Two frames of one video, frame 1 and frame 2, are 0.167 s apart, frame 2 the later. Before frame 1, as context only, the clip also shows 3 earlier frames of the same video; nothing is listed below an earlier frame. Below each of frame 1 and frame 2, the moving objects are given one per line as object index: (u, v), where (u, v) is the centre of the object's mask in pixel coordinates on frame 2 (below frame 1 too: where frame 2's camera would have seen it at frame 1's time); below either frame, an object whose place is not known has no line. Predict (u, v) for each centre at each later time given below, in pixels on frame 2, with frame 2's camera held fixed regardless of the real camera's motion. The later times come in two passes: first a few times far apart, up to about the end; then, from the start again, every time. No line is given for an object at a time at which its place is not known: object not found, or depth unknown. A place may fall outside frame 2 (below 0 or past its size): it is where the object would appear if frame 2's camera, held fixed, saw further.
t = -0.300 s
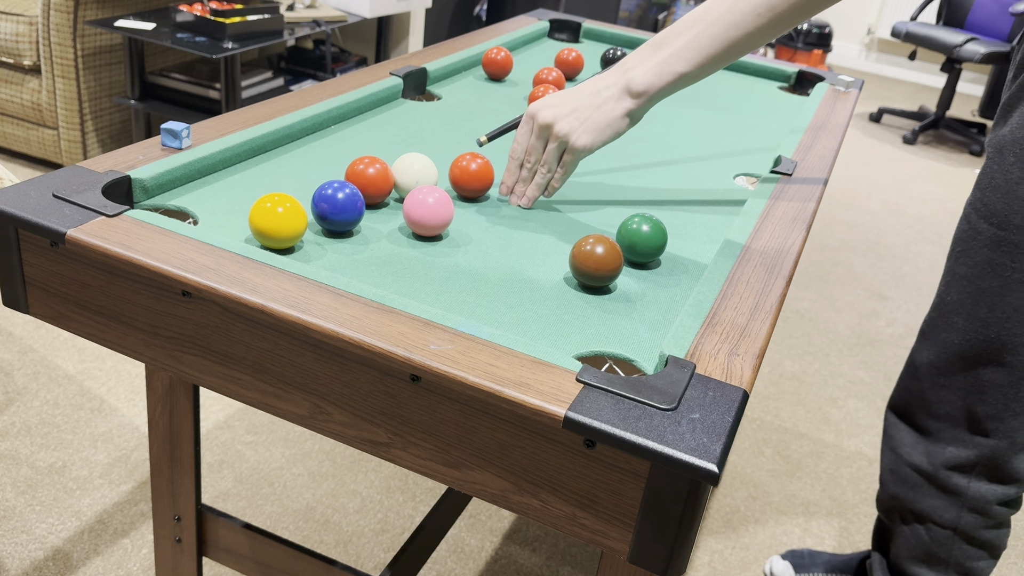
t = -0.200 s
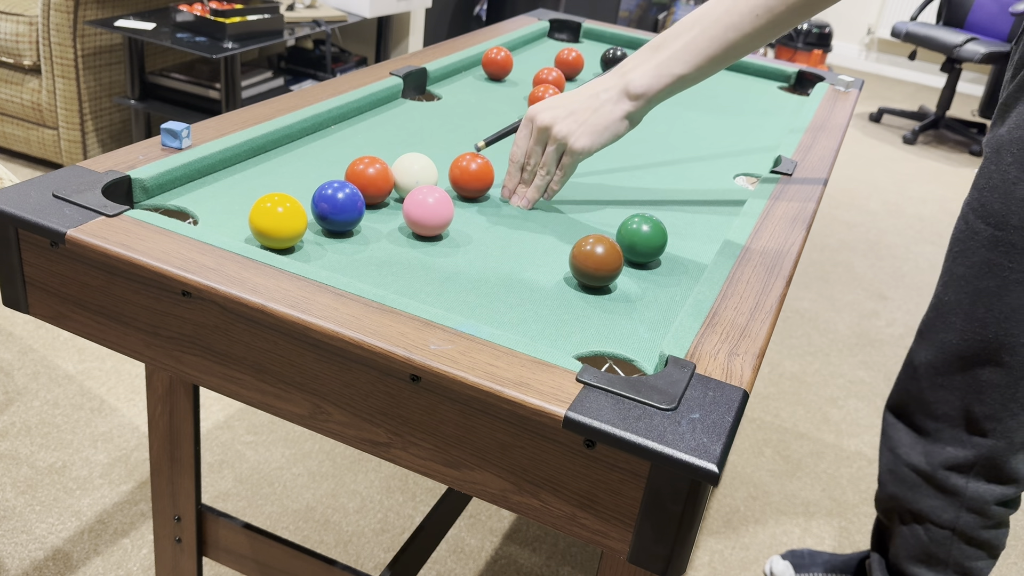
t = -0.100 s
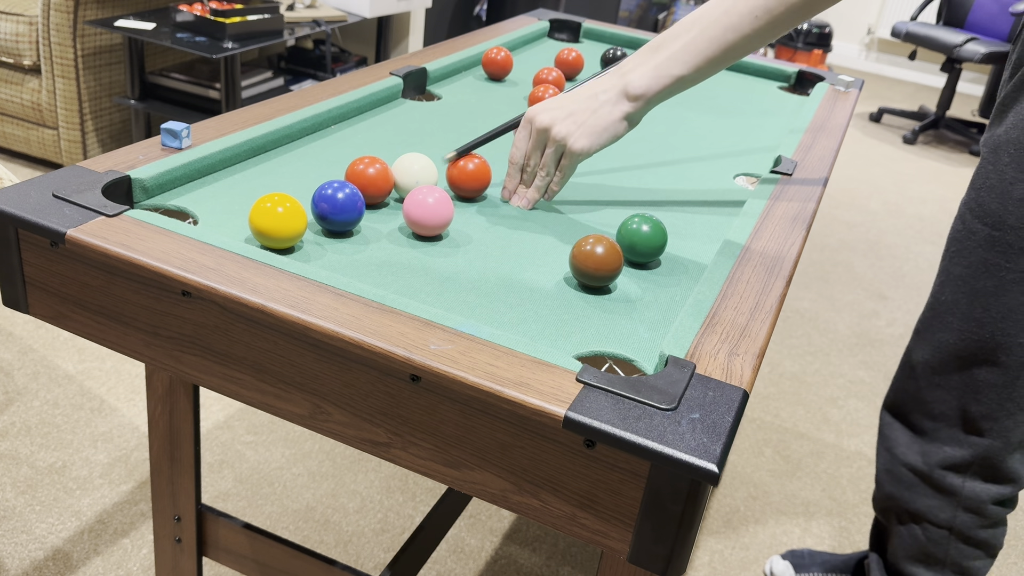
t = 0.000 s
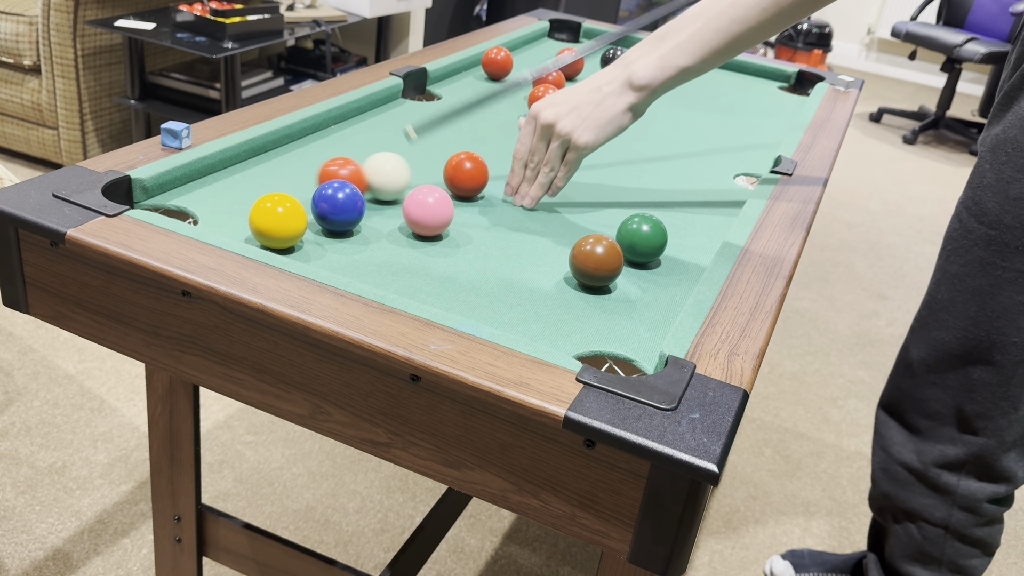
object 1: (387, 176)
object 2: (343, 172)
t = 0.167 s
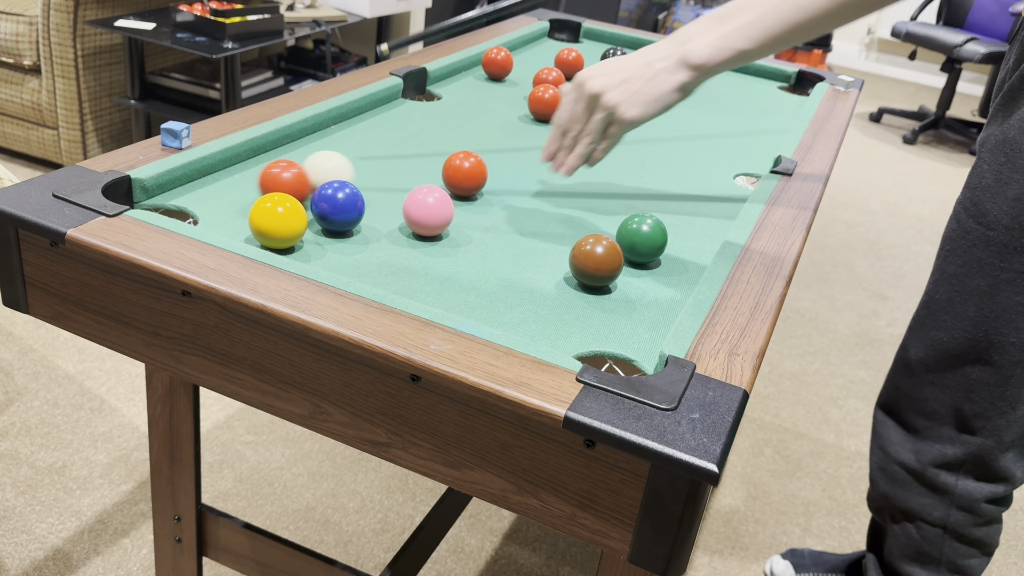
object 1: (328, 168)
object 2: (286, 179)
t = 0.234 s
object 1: (305, 173)
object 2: (260, 181)
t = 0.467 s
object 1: (230, 172)
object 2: (187, 192)
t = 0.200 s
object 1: (316, 170)
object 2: (273, 179)
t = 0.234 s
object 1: (305, 173)
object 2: (260, 181)
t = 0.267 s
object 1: (296, 173)
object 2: (249, 183)
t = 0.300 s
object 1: (284, 172)
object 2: (239, 186)
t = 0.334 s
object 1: (273, 171)
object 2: (229, 188)
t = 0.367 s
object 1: (262, 171)
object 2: (218, 188)
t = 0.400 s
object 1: (251, 172)
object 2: (208, 189)
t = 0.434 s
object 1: (241, 172)
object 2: (197, 190)
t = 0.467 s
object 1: (230, 172)
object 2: (187, 192)
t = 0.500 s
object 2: (176, 197)
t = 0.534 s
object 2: (168, 203)
